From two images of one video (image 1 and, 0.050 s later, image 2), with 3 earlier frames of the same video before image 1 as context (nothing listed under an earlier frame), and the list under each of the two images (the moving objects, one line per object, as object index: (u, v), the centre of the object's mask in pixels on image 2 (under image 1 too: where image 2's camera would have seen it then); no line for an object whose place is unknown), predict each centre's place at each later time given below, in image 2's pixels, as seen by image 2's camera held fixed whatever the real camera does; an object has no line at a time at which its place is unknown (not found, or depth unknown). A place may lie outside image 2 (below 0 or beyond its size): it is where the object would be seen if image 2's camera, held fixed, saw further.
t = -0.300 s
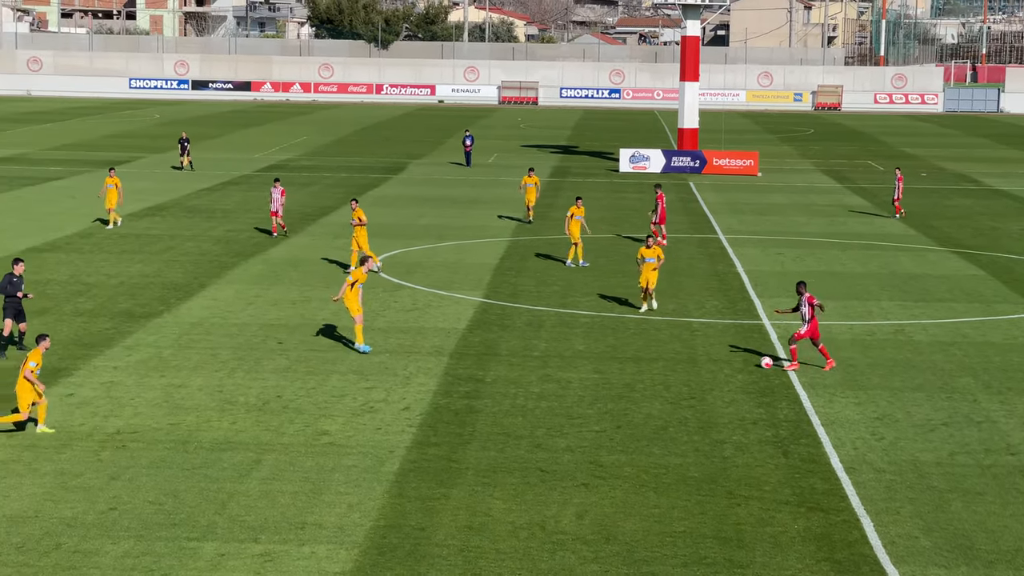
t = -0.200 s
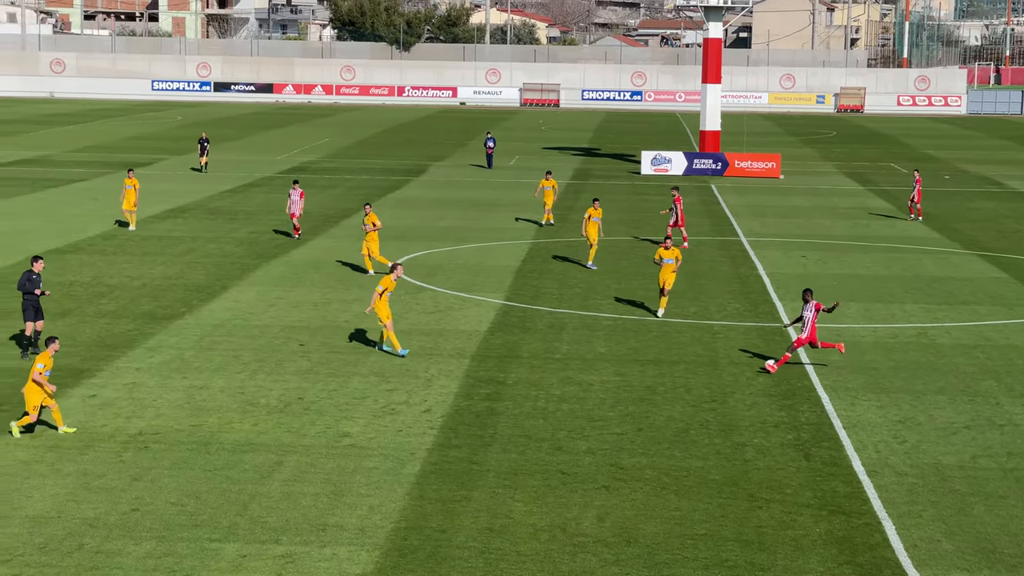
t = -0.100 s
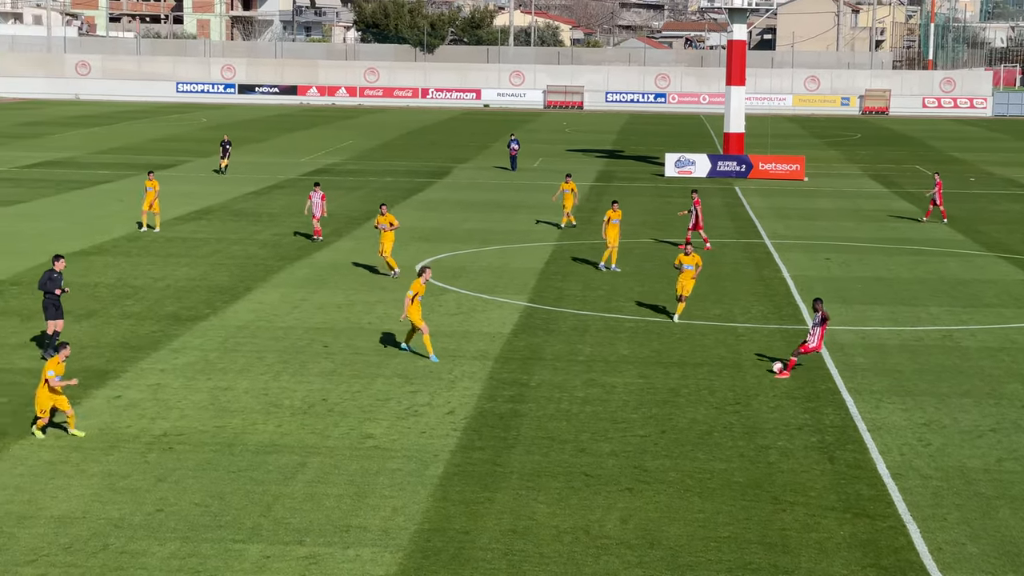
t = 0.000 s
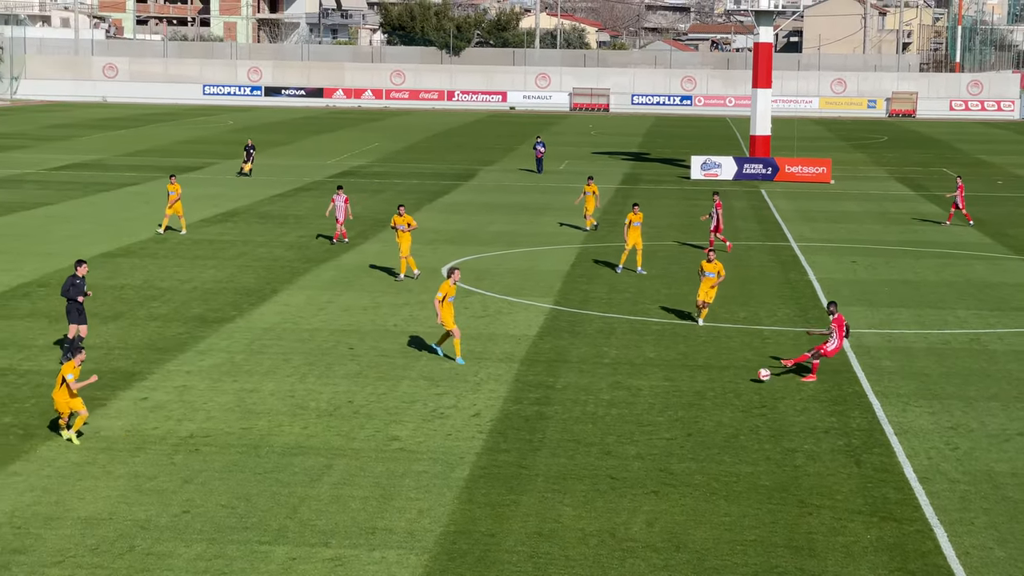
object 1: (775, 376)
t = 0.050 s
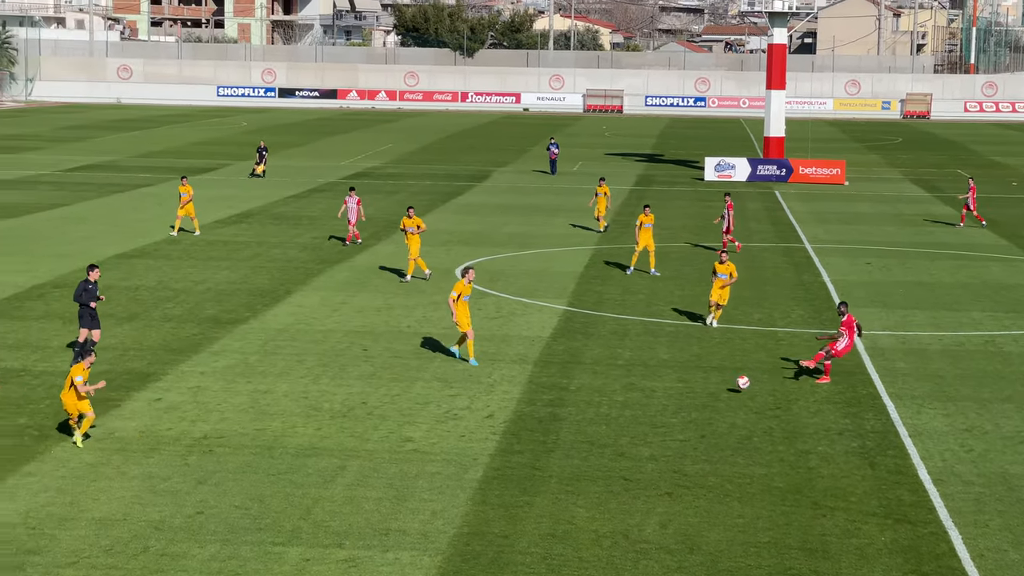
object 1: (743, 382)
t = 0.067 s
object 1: (731, 385)
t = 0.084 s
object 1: (721, 388)
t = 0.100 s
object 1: (710, 391)
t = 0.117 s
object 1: (698, 394)
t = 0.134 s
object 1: (687, 398)
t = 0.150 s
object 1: (675, 402)
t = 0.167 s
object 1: (663, 406)
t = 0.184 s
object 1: (652, 410)
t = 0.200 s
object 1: (640, 415)
